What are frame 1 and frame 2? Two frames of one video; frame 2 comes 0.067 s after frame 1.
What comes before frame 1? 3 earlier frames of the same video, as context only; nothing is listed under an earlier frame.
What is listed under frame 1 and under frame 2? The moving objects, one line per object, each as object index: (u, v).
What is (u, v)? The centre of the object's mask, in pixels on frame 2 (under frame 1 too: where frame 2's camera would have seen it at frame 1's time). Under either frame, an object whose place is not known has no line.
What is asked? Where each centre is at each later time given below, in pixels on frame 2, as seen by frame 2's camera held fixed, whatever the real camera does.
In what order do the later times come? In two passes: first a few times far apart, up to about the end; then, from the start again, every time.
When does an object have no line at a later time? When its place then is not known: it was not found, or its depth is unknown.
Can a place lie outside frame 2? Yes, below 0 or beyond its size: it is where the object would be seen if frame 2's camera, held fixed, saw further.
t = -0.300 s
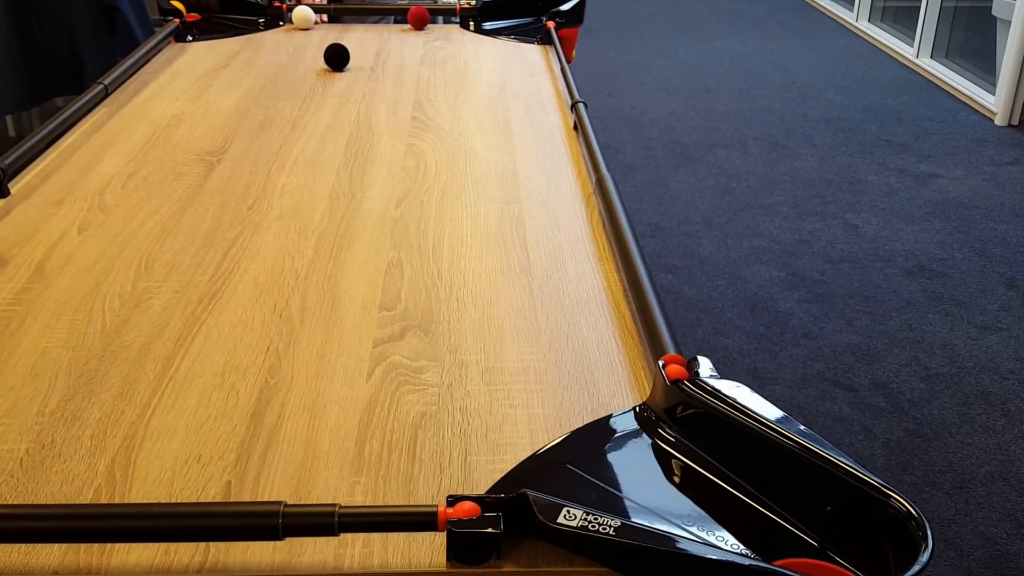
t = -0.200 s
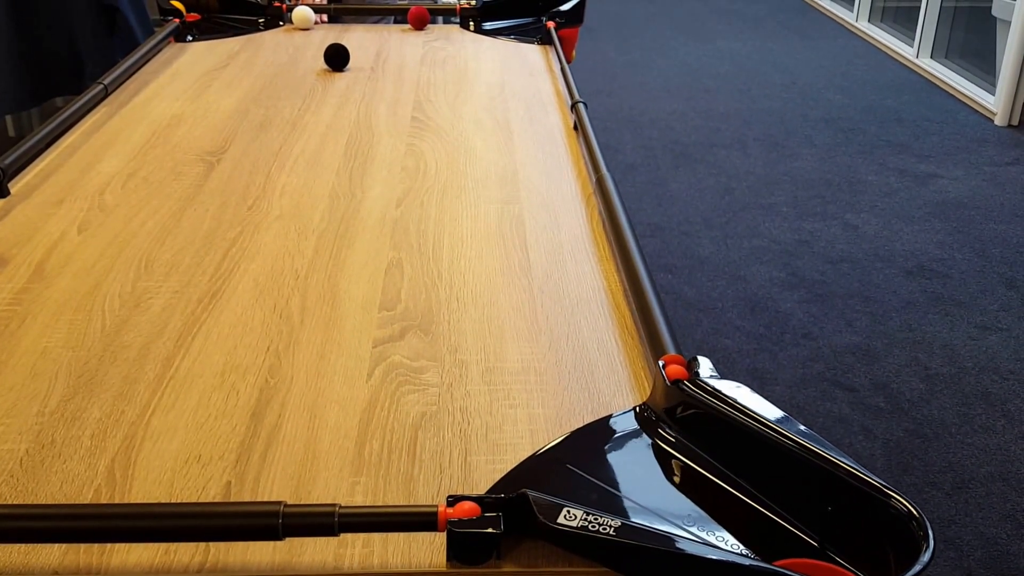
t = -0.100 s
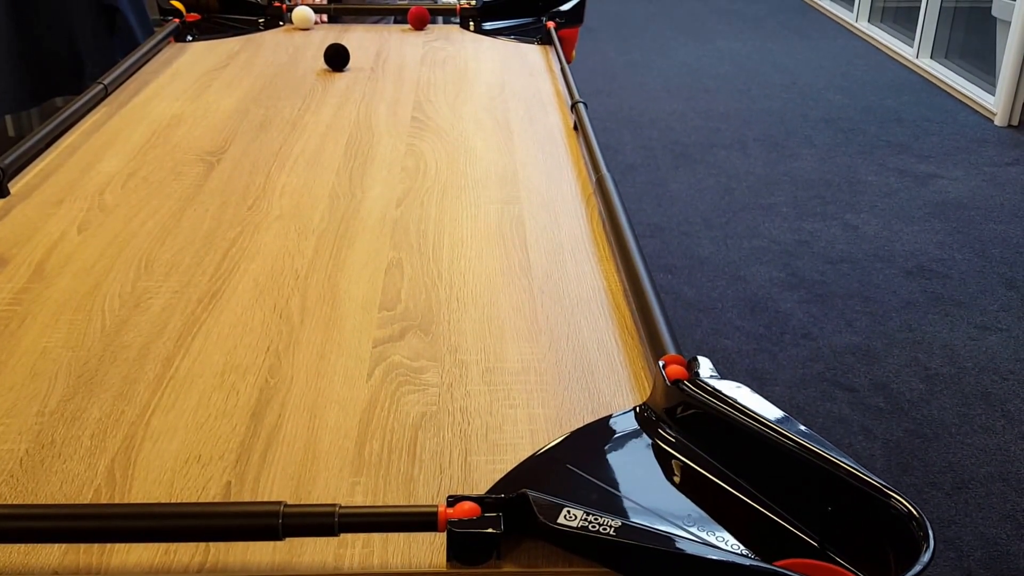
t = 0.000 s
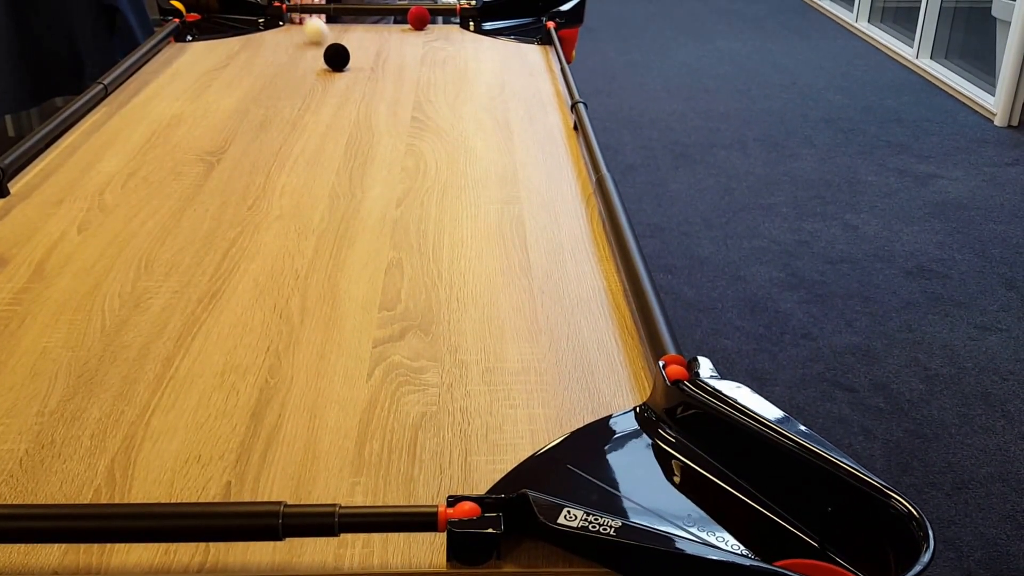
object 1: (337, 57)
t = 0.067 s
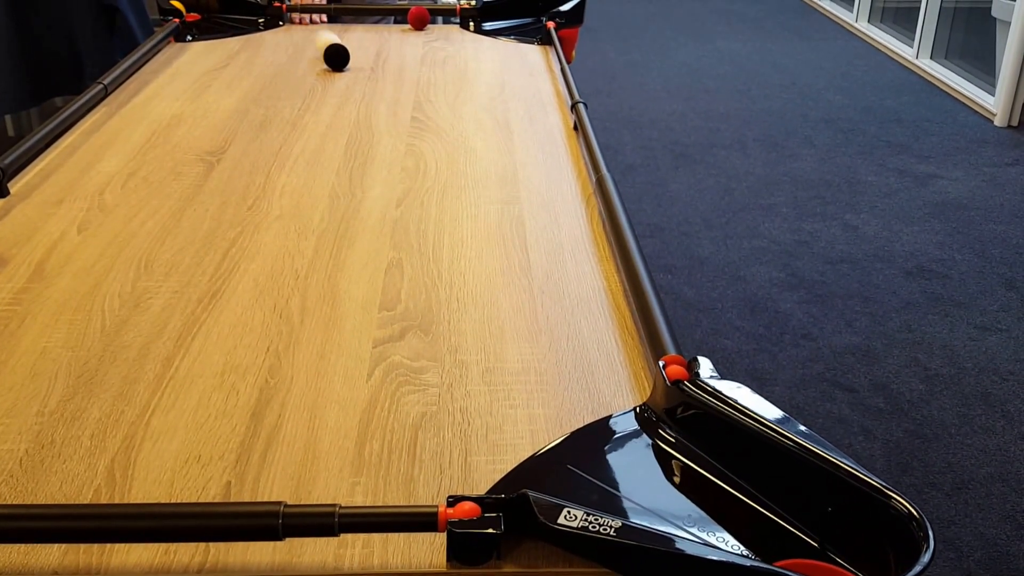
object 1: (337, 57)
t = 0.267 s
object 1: (355, 92)
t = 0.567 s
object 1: (392, 150)
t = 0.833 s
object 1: (439, 219)
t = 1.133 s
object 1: (516, 330)
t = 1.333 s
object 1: (585, 426)
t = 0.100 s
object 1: (338, 58)
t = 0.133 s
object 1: (341, 64)
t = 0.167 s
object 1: (345, 73)
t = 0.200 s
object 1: (348, 80)
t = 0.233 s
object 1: (352, 86)
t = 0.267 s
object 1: (355, 92)
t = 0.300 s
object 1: (359, 98)
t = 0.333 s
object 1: (362, 104)
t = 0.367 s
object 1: (366, 109)
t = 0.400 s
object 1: (370, 116)
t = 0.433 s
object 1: (374, 122)
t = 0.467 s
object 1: (378, 129)
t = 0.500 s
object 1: (383, 136)
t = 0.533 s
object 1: (388, 143)
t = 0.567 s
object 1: (392, 150)
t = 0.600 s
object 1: (397, 158)
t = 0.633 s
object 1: (403, 166)
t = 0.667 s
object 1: (408, 174)
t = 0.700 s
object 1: (414, 183)
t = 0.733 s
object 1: (420, 191)
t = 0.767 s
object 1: (426, 200)
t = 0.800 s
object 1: (432, 209)
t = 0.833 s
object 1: (439, 219)
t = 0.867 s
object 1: (446, 230)
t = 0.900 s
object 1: (454, 241)
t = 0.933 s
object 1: (461, 252)
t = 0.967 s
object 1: (469, 263)
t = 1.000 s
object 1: (478, 276)
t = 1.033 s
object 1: (487, 288)
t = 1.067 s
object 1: (496, 302)
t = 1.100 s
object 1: (506, 316)
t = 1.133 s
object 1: (516, 330)
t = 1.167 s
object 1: (527, 345)
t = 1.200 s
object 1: (538, 362)
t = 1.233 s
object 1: (550, 379)
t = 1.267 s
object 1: (562, 397)
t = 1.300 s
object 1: (573, 408)
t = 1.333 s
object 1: (585, 426)
